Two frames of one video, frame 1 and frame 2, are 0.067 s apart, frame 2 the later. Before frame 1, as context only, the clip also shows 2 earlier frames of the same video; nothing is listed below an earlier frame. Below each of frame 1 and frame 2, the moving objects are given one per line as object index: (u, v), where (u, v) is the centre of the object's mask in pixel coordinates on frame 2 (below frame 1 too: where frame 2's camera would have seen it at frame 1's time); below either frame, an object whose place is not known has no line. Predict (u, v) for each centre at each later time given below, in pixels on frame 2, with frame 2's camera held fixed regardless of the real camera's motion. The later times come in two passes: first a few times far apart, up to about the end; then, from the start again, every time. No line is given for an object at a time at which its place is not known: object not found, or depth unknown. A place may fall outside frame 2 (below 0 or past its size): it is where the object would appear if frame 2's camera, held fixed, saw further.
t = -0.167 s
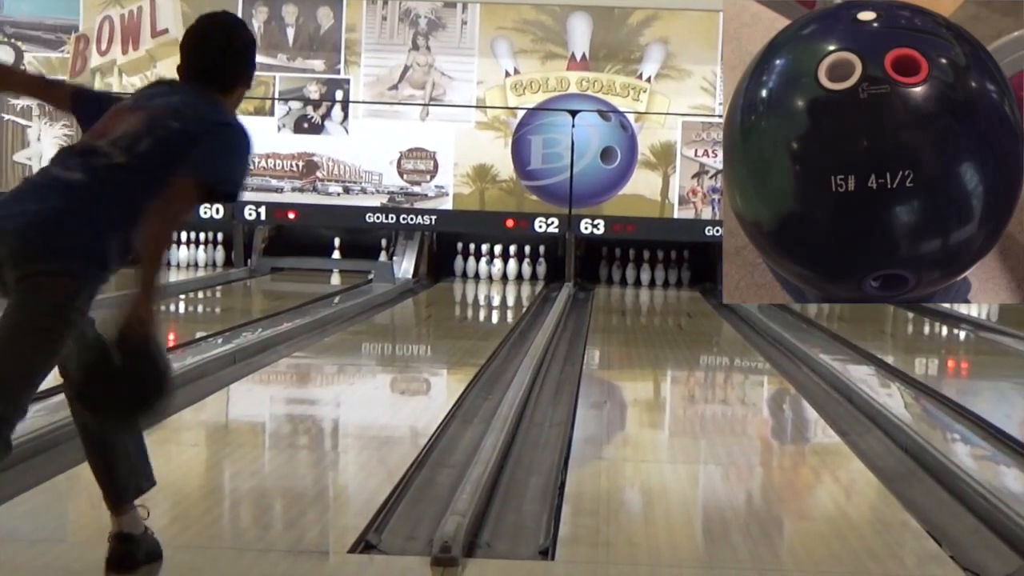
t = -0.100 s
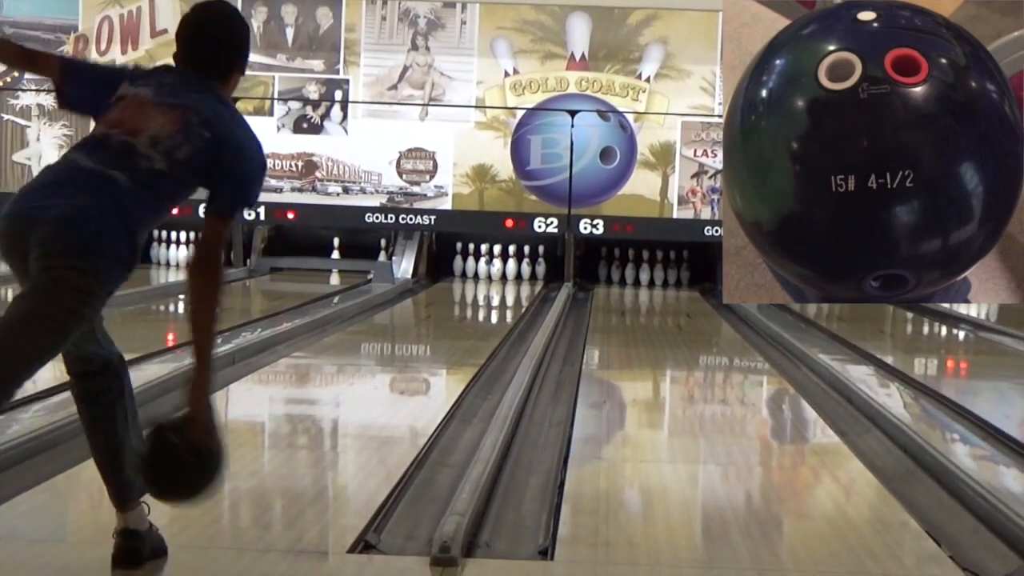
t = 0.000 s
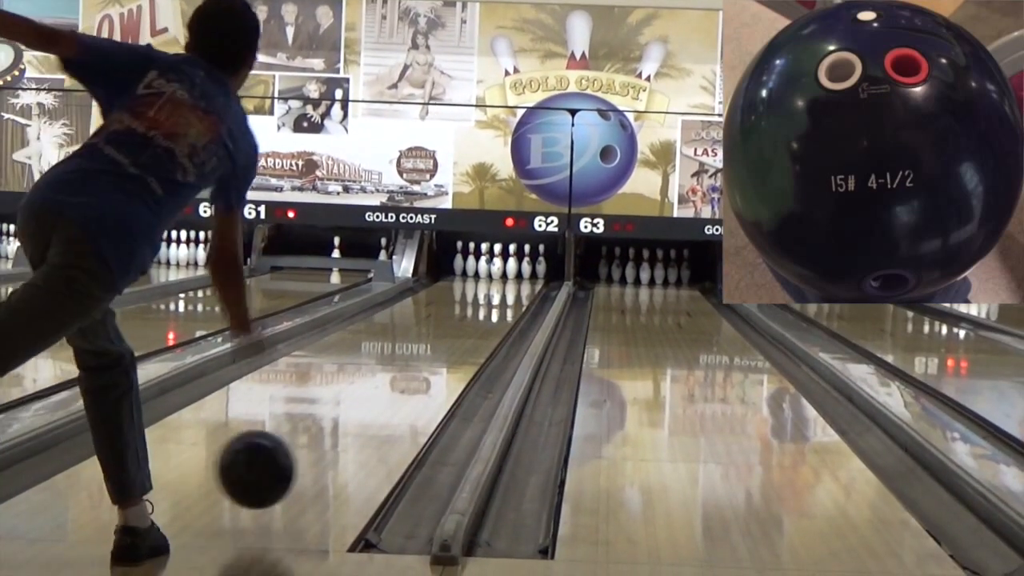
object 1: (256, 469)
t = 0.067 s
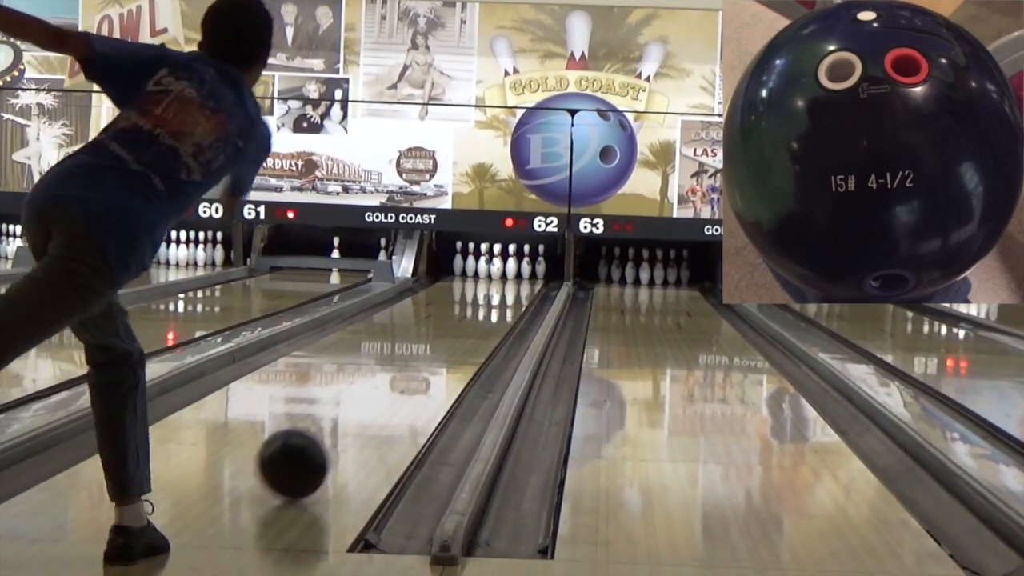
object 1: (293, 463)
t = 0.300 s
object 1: (382, 398)
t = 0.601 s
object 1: (446, 349)
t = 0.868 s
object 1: (478, 325)
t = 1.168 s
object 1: (500, 307)
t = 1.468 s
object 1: (511, 293)
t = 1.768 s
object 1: (512, 282)
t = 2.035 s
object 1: (508, 274)
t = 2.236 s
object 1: (507, 270)
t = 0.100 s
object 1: (309, 452)
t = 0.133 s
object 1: (323, 442)
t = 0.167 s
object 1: (337, 432)
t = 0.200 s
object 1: (349, 422)
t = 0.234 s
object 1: (361, 414)
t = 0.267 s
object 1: (372, 406)
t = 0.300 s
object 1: (382, 398)
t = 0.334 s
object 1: (391, 391)
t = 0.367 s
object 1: (399, 385)
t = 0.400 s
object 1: (408, 379)
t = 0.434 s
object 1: (415, 373)
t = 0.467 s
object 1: (422, 367)
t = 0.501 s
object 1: (429, 362)
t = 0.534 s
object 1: (435, 358)
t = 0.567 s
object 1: (440, 353)
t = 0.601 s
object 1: (446, 349)
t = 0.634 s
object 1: (451, 346)
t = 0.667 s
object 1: (456, 343)
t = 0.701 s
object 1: (460, 339)
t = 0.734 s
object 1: (464, 337)
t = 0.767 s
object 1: (468, 333)
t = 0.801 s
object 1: (472, 331)
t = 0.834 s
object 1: (475, 328)
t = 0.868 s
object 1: (478, 325)
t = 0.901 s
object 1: (481, 323)
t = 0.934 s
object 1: (484, 321)
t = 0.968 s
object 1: (487, 319)
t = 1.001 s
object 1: (489, 316)
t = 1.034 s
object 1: (492, 314)
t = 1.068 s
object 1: (494, 312)
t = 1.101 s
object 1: (496, 310)
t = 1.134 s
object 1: (498, 309)
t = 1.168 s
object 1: (500, 307)
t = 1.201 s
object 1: (501, 305)
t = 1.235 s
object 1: (503, 304)
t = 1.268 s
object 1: (504, 302)
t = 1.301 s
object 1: (505, 301)
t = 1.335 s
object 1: (507, 299)
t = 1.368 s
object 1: (508, 297)
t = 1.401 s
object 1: (509, 296)
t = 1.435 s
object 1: (510, 295)
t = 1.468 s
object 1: (511, 293)
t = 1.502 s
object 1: (511, 292)
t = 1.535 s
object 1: (512, 291)
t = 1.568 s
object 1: (512, 289)
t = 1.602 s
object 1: (513, 289)
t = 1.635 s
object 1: (514, 288)
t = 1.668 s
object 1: (513, 286)
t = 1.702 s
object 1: (513, 285)
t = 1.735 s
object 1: (513, 284)
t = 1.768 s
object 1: (512, 282)
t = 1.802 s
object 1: (512, 281)
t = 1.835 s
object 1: (512, 280)
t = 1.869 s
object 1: (512, 279)
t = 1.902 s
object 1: (511, 278)
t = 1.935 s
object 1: (511, 277)
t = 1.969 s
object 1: (509, 276)
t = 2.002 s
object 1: (508, 275)
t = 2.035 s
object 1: (508, 274)
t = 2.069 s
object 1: (507, 274)
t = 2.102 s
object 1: (506, 272)
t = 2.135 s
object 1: (505, 272)
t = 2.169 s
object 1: (504, 271)
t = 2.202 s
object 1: (506, 270)
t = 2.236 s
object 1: (507, 270)
